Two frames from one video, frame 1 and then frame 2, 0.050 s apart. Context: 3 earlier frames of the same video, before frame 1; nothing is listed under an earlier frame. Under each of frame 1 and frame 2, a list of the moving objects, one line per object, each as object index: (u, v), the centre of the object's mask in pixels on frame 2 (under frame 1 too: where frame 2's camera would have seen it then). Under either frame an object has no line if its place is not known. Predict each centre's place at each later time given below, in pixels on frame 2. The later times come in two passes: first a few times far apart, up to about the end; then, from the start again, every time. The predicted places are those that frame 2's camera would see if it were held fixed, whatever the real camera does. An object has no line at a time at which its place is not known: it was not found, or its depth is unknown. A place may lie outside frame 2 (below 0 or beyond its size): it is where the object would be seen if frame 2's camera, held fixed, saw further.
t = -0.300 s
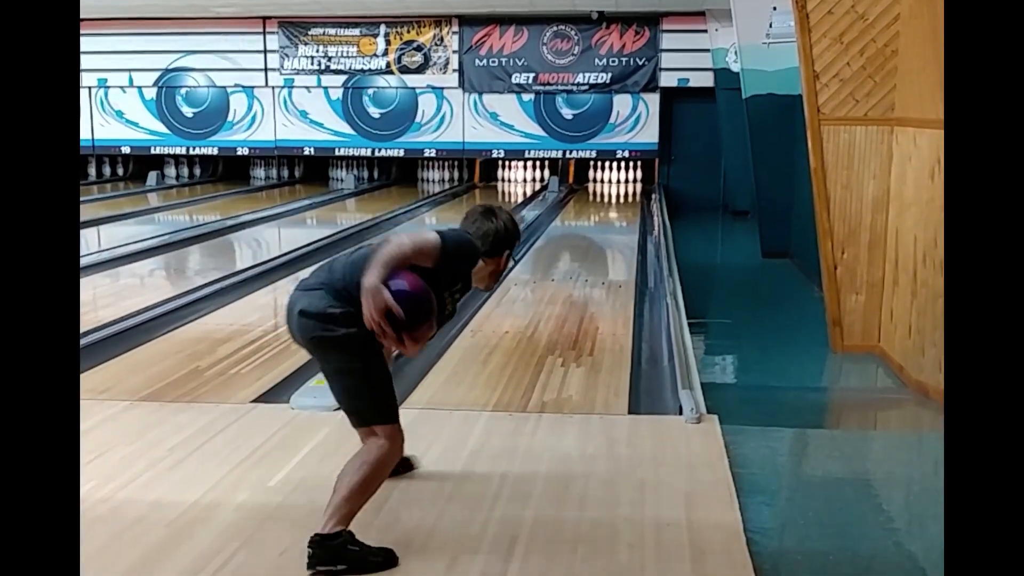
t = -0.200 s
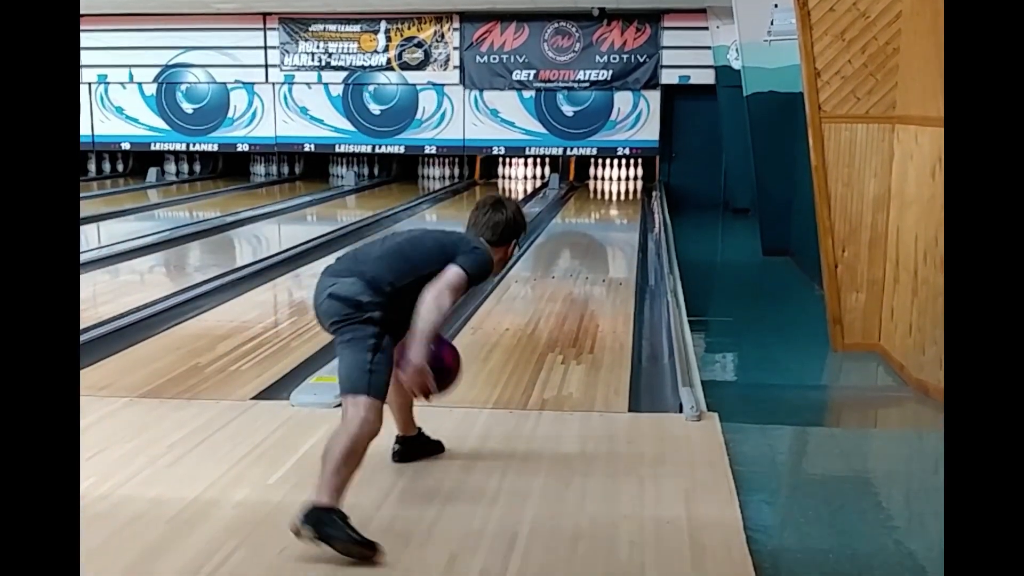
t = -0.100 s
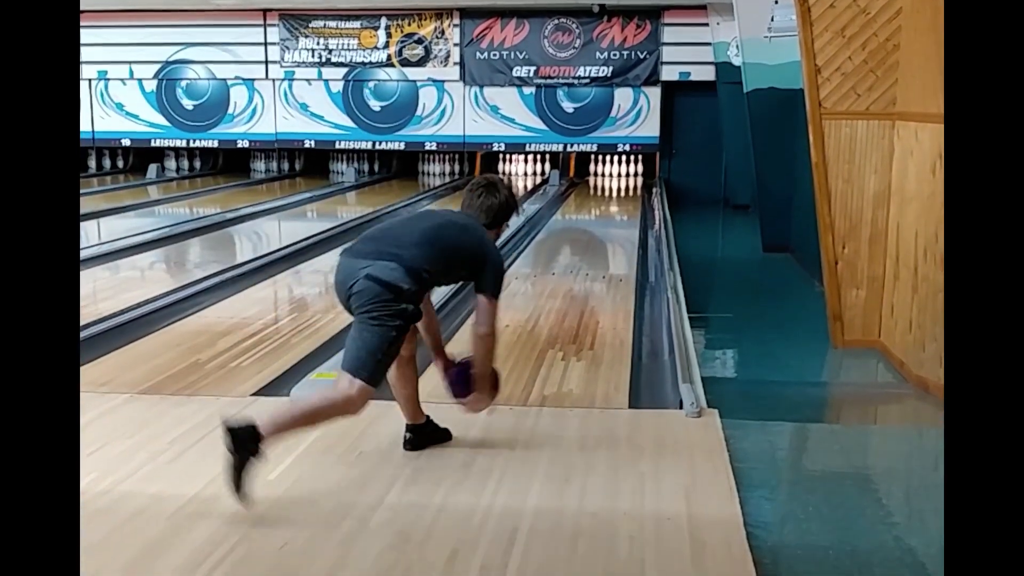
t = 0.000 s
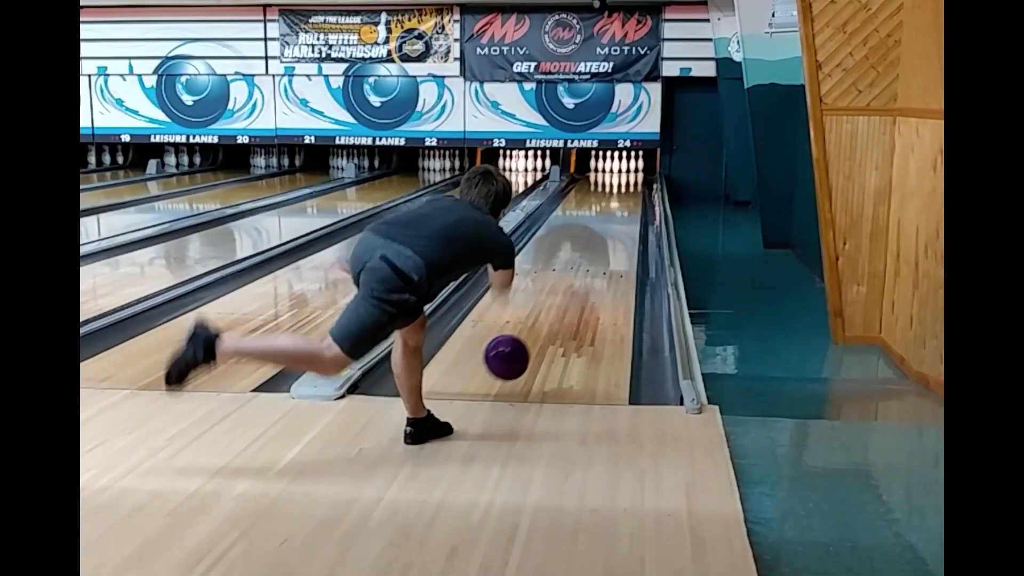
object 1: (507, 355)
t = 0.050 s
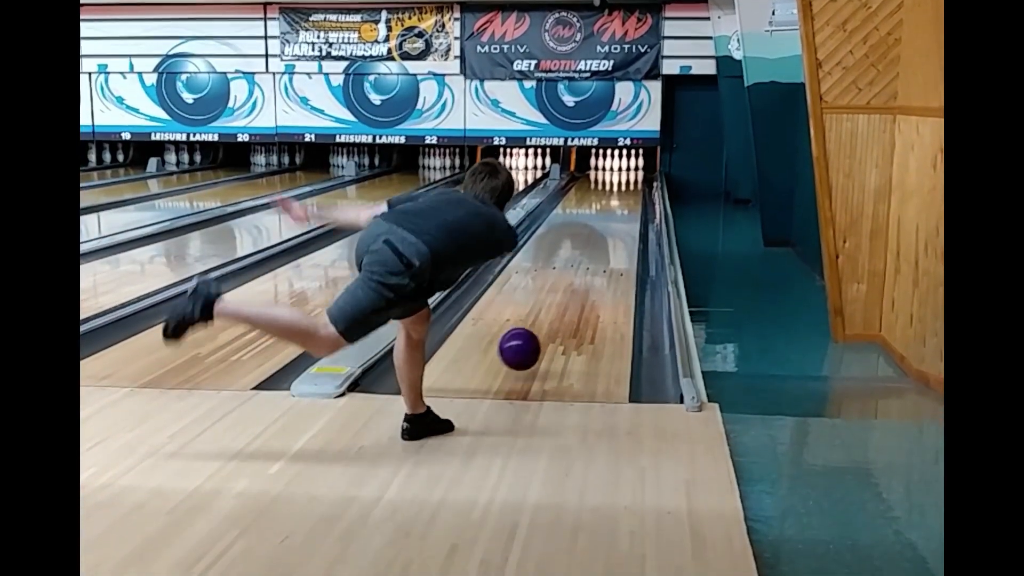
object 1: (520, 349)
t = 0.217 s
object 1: (552, 314)
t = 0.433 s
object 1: (579, 274)
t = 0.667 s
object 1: (599, 244)
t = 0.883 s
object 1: (611, 224)
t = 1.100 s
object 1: (620, 210)
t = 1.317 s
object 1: (626, 198)
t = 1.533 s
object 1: (629, 188)
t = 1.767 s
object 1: (631, 180)
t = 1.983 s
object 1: (630, 175)
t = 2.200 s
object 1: (625, 169)
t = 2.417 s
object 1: (621, 164)
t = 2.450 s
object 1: (621, 163)
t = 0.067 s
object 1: (523, 348)
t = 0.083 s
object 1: (527, 348)
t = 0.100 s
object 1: (531, 343)
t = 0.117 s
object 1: (534, 337)
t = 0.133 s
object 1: (537, 332)
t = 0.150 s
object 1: (540, 328)
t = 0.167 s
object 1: (543, 324)
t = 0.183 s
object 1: (546, 321)
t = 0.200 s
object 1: (549, 318)
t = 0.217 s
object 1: (552, 314)
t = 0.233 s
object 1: (554, 310)
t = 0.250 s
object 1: (557, 307)
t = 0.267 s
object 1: (559, 303)
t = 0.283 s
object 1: (561, 300)
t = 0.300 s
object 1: (564, 297)
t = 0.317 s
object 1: (566, 293)
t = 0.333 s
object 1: (568, 290)
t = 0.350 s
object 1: (570, 287)
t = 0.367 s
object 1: (572, 284)
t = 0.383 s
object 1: (574, 282)
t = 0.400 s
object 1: (575, 279)
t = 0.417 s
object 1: (577, 276)
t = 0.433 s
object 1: (579, 274)
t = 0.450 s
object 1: (580, 271)
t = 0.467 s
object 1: (582, 269)
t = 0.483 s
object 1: (584, 265)
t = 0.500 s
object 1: (585, 264)
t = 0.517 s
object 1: (587, 262)
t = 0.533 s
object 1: (588, 259)
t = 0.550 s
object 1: (590, 258)
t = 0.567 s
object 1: (591, 256)
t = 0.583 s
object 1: (592, 254)
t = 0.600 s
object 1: (593, 252)
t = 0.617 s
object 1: (594, 251)
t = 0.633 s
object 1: (596, 248)
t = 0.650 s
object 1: (597, 246)
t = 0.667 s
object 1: (599, 244)
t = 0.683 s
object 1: (600, 243)
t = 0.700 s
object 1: (601, 241)
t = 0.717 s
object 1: (602, 239)
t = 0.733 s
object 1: (603, 238)
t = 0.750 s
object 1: (604, 236)
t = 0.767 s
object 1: (605, 235)
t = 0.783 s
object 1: (605, 233)
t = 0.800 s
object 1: (607, 231)
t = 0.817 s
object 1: (607, 230)
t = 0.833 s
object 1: (609, 228)
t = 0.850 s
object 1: (609, 228)
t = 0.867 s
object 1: (610, 226)
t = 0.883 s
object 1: (611, 224)
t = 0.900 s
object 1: (612, 223)
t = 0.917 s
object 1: (613, 221)
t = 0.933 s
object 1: (613, 221)
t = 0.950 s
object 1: (615, 219)
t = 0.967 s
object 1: (615, 218)
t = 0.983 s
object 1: (615, 217)
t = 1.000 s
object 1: (616, 215)
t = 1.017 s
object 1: (617, 215)
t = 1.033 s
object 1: (617, 214)
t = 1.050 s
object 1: (618, 212)
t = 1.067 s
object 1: (619, 212)
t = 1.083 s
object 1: (620, 210)
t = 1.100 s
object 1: (620, 210)
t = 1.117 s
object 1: (620, 209)
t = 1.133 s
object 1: (621, 207)
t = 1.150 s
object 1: (621, 206)
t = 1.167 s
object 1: (622, 205)
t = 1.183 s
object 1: (623, 204)
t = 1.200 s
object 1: (623, 204)
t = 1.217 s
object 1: (624, 202)
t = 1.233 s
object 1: (624, 202)
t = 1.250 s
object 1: (624, 201)
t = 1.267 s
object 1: (625, 200)
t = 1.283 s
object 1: (625, 200)
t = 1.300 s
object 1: (626, 198)
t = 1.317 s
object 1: (626, 198)
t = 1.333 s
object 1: (626, 197)
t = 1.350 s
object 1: (626, 196)
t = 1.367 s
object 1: (627, 196)
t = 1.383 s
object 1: (627, 194)
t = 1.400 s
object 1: (627, 194)
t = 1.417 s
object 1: (628, 193)
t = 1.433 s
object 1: (628, 192)
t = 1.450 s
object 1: (628, 192)
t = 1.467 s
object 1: (628, 191)
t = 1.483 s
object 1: (629, 191)
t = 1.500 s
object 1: (629, 190)
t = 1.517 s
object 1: (629, 189)
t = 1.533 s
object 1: (629, 188)
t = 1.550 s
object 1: (630, 187)
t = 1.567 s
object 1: (630, 187)
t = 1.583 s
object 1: (630, 186)
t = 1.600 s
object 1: (630, 186)
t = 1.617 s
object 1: (630, 185)
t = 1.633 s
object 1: (630, 184)
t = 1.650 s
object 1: (630, 184)
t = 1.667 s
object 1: (631, 184)
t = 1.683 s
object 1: (631, 183)
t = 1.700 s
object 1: (631, 182)
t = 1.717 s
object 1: (631, 182)
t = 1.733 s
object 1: (631, 181)
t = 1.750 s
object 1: (631, 181)
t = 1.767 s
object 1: (631, 180)
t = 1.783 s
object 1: (631, 180)
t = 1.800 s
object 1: (631, 179)
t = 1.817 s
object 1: (631, 179)
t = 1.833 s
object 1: (631, 178)
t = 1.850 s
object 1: (631, 178)
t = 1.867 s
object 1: (630, 177)
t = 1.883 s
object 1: (631, 177)
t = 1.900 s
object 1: (630, 177)
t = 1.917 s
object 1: (630, 176)
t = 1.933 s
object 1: (630, 176)
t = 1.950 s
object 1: (630, 176)
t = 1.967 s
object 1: (630, 176)
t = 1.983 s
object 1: (630, 175)
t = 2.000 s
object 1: (630, 174)
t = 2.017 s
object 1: (629, 173)
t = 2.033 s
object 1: (629, 173)
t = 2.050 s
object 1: (629, 173)
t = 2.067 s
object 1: (629, 172)
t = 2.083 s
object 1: (628, 171)
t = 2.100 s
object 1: (628, 171)
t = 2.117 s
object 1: (628, 171)
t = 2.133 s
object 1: (627, 170)
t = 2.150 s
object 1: (627, 170)
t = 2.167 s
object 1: (626, 169)
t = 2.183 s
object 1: (626, 169)
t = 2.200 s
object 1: (625, 169)
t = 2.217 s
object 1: (624, 169)
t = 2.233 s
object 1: (624, 169)
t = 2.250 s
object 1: (624, 169)
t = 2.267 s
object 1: (623, 168)
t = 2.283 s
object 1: (623, 167)
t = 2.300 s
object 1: (623, 167)
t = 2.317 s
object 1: (622, 166)
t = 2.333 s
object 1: (622, 166)
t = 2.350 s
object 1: (622, 166)
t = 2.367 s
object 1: (621, 165)
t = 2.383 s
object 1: (621, 165)
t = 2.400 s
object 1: (621, 164)
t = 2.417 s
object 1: (621, 164)
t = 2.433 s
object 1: (621, 164)
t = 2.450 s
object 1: (621, 163)
